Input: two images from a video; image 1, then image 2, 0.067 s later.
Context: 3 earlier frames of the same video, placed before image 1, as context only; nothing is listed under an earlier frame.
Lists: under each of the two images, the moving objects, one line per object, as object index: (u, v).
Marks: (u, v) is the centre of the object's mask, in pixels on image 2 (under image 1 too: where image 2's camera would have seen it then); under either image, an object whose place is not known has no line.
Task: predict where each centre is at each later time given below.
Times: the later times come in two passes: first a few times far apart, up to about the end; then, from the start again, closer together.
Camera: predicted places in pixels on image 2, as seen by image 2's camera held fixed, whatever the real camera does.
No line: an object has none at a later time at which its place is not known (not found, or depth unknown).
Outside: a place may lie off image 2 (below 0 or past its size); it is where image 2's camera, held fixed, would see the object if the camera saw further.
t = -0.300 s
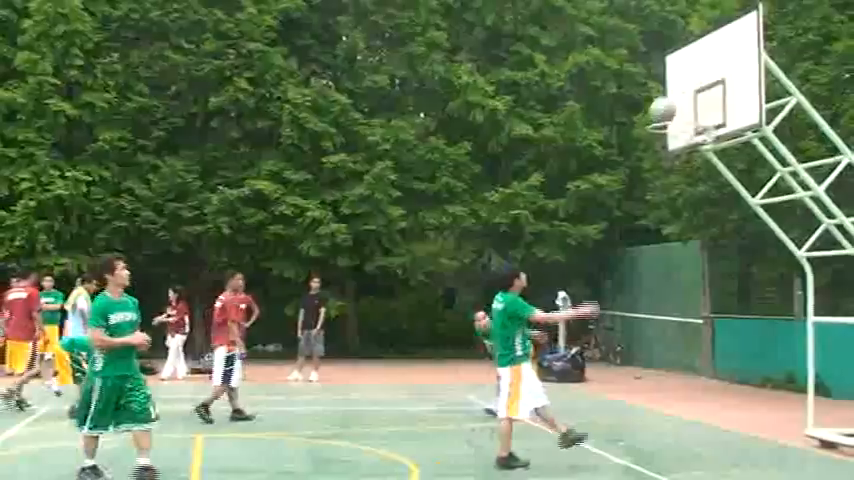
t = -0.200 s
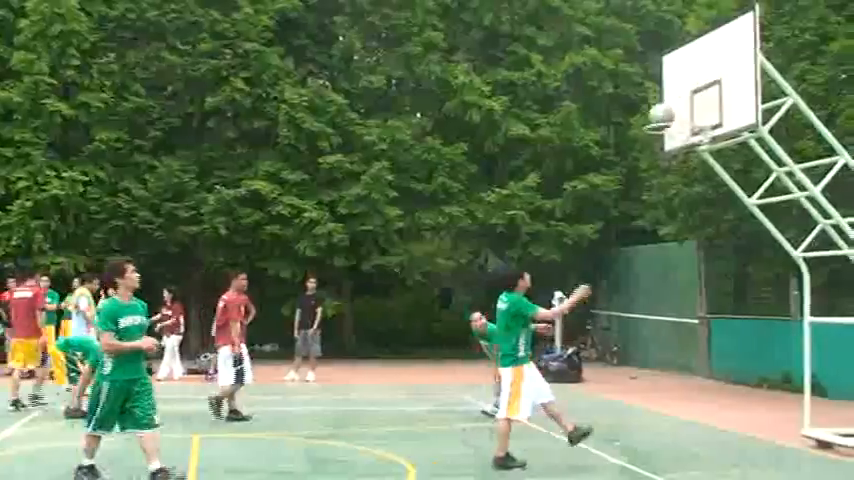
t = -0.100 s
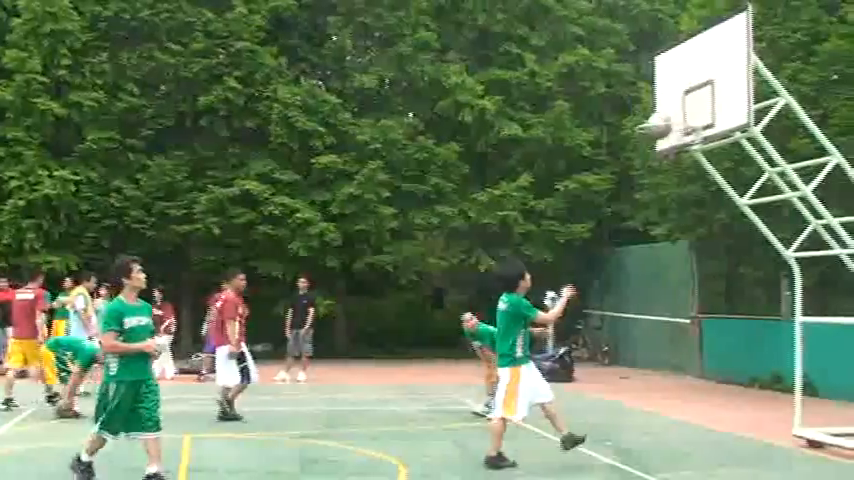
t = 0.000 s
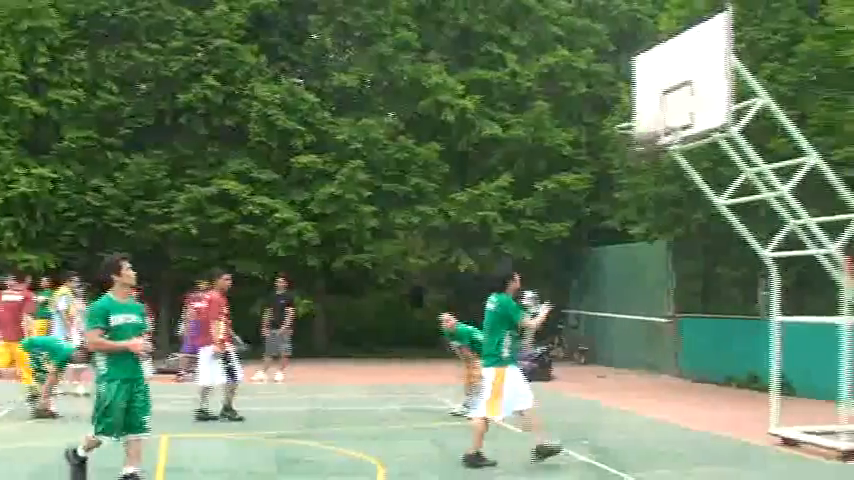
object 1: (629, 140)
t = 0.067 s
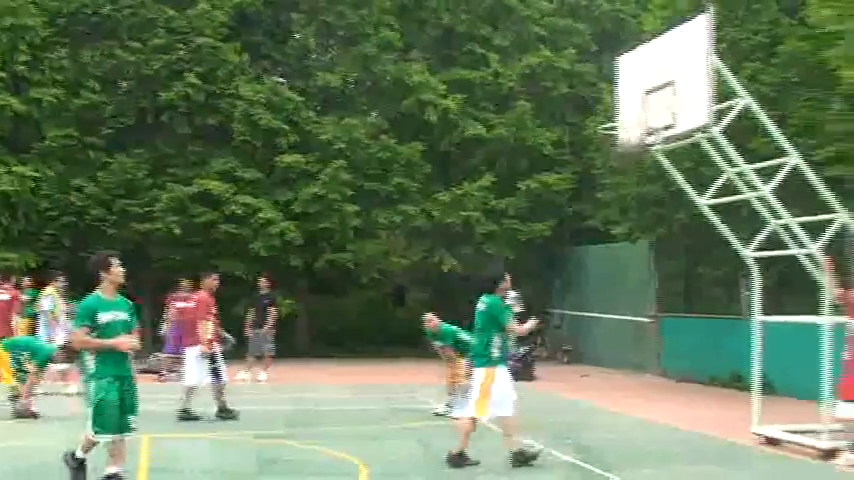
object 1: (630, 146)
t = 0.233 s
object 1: (630, 161)
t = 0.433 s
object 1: (626, 224)
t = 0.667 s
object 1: (623, 349)
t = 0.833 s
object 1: (619, 430)
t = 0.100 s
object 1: (631, 145)
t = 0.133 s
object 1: (631, 148)
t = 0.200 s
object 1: (631, 157)
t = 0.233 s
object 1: (630, 161)
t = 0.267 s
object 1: (629, 169)
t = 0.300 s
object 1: (630, 178)
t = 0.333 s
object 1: (629, 186)
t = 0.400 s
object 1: (627, 209)
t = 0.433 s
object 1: (626, 224)
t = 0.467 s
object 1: (626, 235)
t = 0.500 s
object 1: (624, 251)
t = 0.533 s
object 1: (623, 267)
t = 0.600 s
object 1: (624, 304)
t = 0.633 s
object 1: (623, 325)
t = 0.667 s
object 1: (623, 349)
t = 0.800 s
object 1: (620, 445)
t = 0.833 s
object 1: (619, 430)
